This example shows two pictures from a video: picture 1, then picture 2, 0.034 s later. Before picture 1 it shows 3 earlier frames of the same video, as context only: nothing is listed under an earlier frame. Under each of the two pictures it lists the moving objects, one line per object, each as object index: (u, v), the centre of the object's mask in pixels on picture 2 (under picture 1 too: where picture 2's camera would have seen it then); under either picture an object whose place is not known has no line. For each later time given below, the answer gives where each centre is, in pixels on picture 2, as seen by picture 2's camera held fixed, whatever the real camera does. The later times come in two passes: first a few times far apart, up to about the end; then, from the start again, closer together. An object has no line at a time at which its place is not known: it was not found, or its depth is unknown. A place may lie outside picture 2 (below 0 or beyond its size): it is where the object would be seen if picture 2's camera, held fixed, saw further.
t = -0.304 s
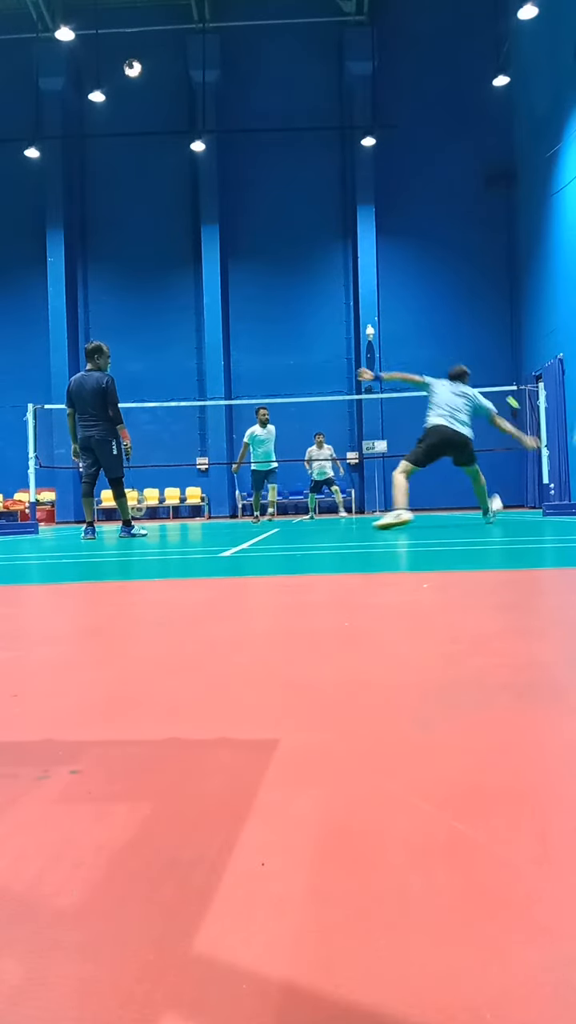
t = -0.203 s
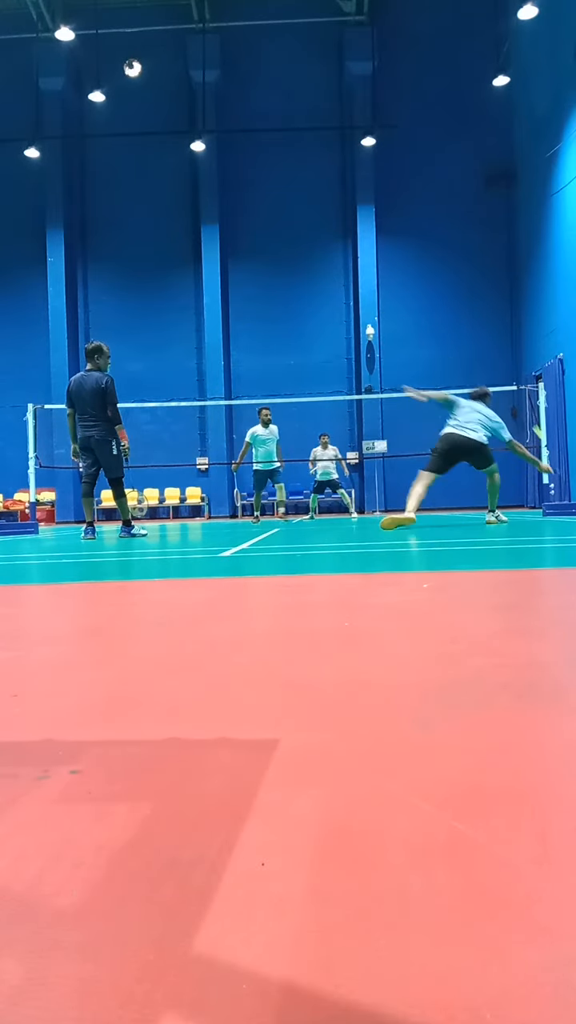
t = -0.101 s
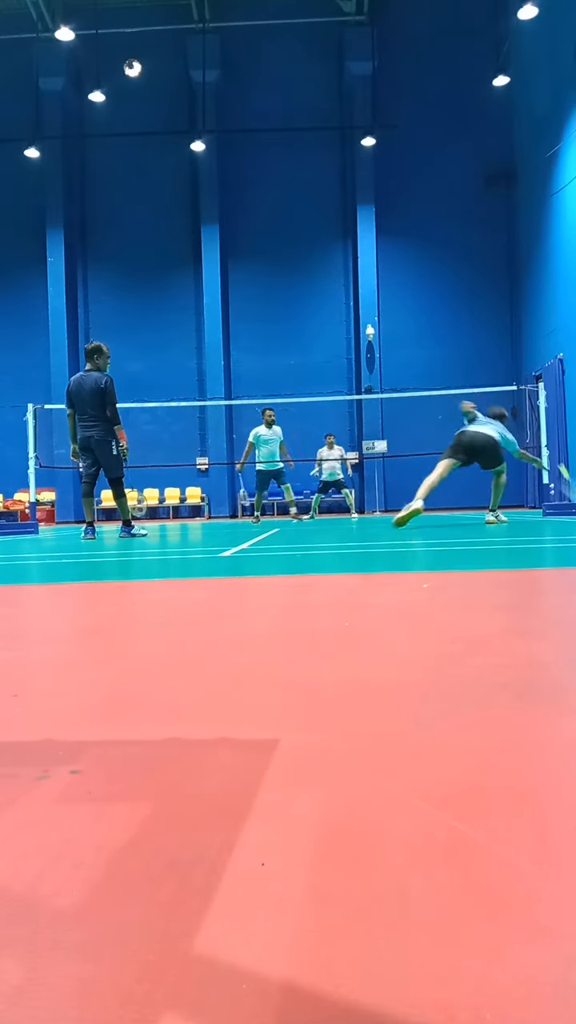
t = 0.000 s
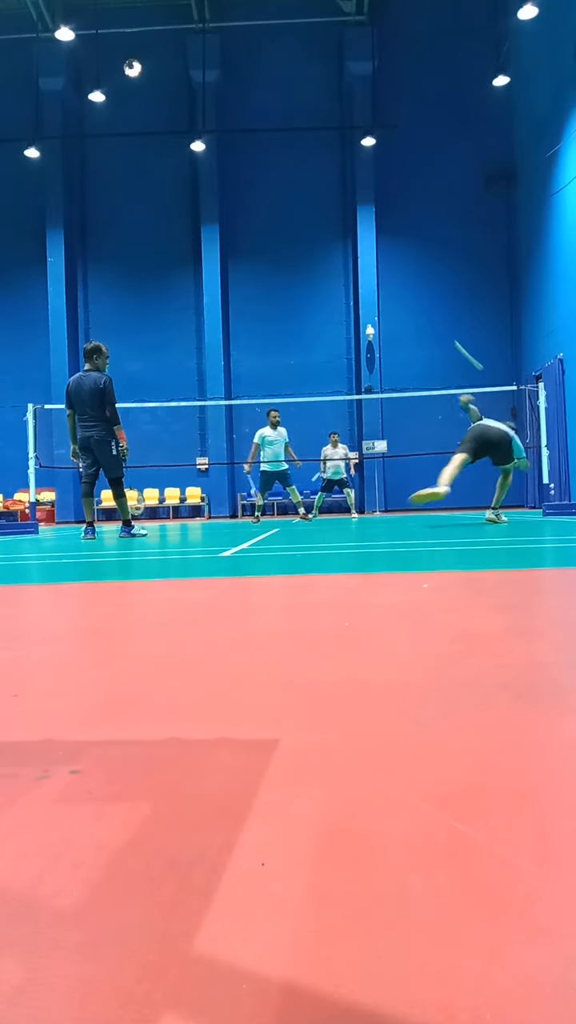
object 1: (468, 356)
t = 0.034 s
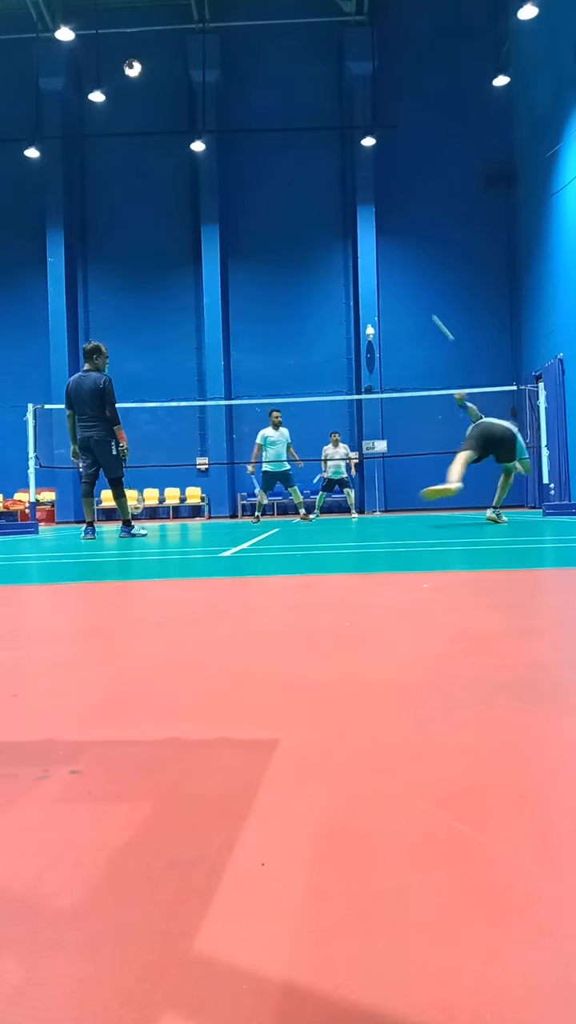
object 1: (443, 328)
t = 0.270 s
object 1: (349, 238)
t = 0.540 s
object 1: (302, 226)
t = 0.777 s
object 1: (277, 251)
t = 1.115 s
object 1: (258, 321)
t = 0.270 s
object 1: (349, 238)
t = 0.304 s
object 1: (341, 233)
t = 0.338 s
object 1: (334, 230)
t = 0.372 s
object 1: (327, 227)
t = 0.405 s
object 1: (322, 226)
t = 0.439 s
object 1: (316, 224)
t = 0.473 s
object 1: (311, 225)
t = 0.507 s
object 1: (306, 225)
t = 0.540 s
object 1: (302, 226)
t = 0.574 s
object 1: (298, 228)
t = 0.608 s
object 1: (294, 231)
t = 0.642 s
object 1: (290, 234)
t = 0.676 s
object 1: (287, 237)
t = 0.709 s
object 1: (283, 241)
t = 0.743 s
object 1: (280, 246)
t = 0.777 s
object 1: (277, 251)
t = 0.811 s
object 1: (275, 256)
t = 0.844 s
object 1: (272, 262)
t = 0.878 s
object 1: (270, 269)
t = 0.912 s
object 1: (267, 275)
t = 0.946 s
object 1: (265, 282)
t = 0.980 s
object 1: (264, 289)
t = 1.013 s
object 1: (262, 297)
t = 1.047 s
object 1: (261, 305)
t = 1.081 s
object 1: (259, 313)
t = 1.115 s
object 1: (258, 321)
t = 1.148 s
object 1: (257, 330)
